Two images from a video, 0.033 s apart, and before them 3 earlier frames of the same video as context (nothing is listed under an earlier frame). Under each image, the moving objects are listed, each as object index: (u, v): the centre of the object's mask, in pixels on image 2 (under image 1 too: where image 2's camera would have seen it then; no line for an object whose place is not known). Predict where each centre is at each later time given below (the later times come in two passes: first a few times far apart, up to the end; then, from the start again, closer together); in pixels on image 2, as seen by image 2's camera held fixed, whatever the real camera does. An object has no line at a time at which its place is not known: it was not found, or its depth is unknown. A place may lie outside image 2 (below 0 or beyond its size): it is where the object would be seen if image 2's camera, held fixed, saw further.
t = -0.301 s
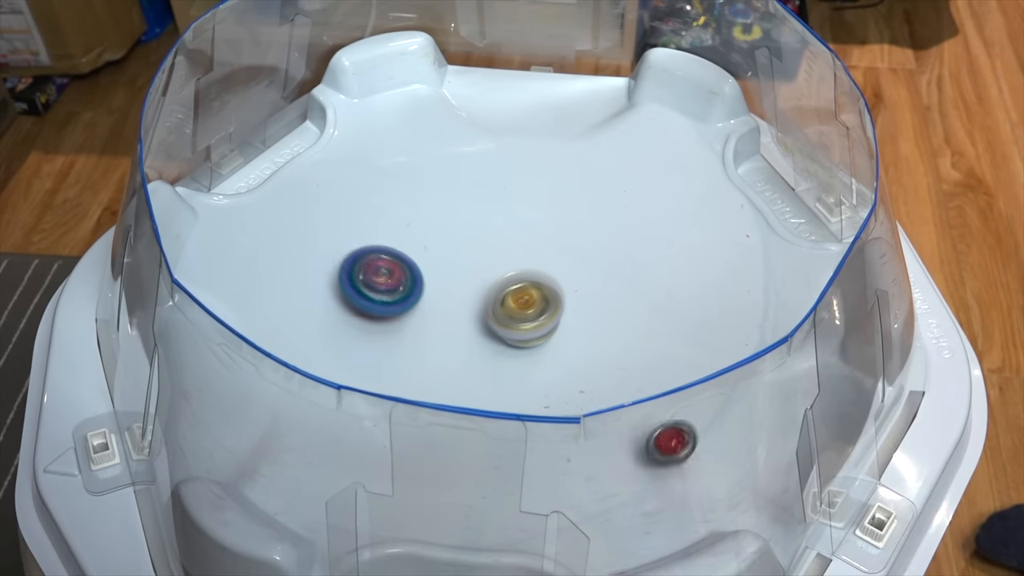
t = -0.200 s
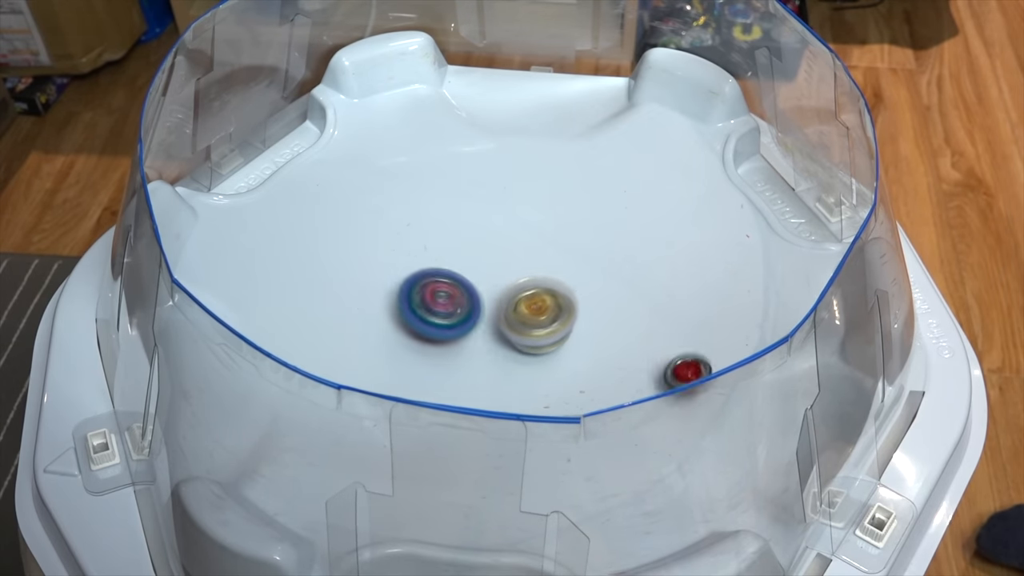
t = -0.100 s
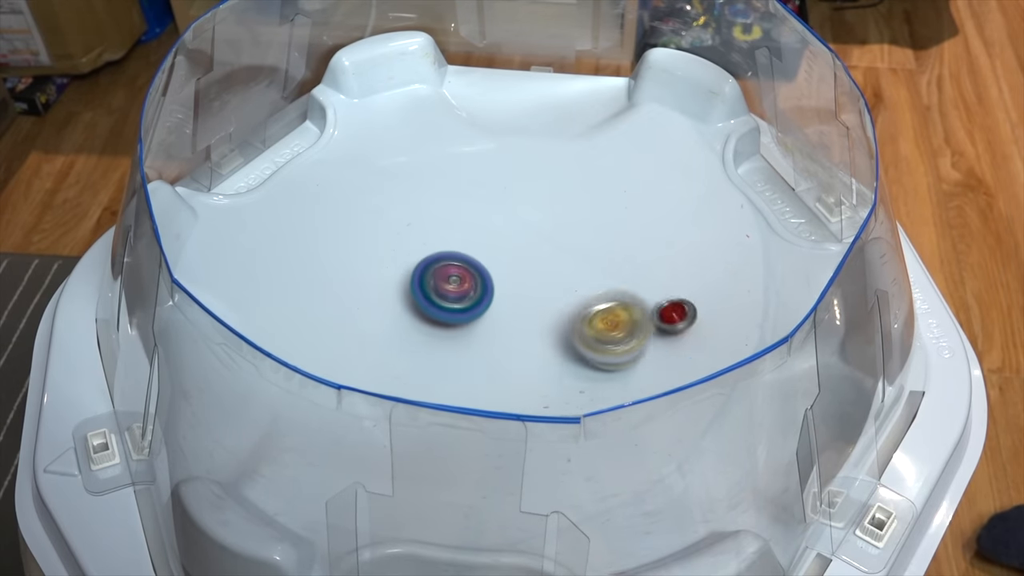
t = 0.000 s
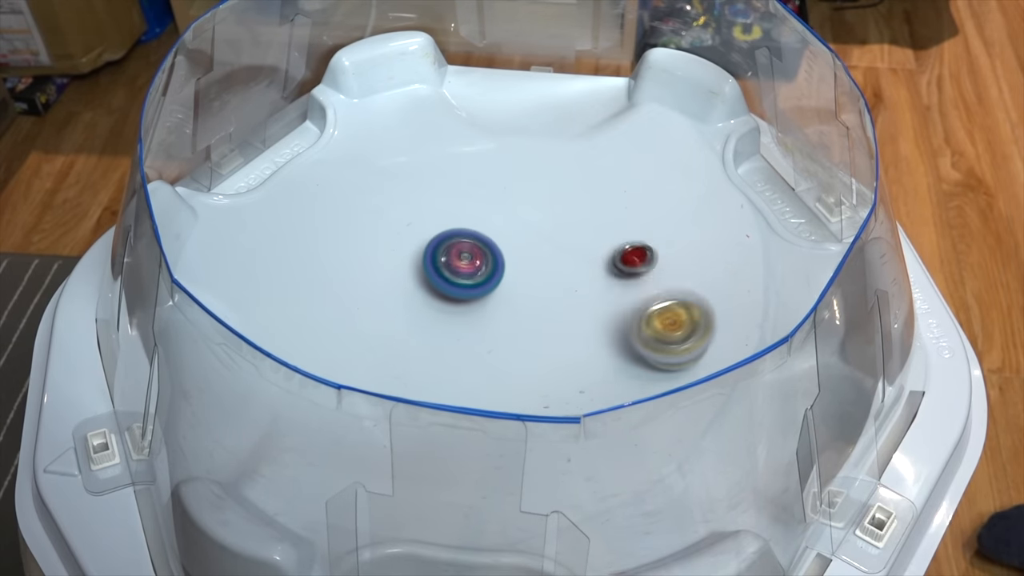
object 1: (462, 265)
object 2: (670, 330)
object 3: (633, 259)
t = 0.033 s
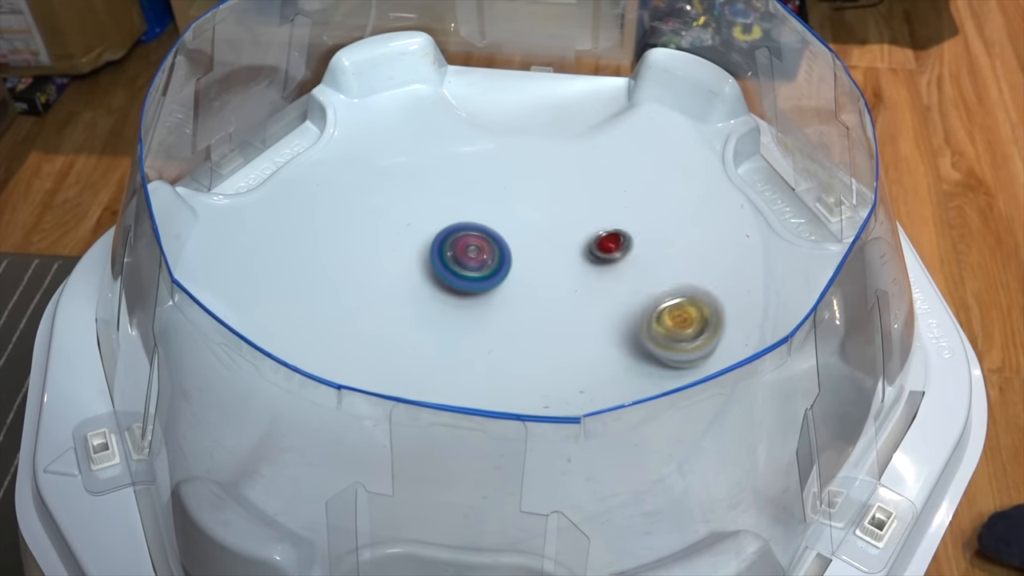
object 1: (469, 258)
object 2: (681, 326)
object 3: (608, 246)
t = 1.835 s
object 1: (532, 300)
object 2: (404, 348)
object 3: (772, 181)
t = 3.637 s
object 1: (469, 348)
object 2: (552, 252)
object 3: (756, 175)
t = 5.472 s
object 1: (572, 292)
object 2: (681, 174)
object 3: (754, 176)
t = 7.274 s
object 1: (587, 264)
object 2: (374, 286)
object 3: (754, 176)
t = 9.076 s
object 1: (518, 231)
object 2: (723, 460)
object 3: (755, 177)
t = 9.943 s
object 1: (515, 74)
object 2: (560, 440)
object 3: (755, 176)
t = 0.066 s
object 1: (477, 254)
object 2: (685, 323)
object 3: (580, 237)
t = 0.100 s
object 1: (485, 249)
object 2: (687, 318)
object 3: (549, 232)
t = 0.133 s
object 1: (490, 246)
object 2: (685, 314)
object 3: (543, 221)
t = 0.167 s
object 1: (485, 249)
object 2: (679, 309)
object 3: (579, 189)
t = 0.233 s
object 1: (480, 257)
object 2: (658, 300)
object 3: (659, 148)
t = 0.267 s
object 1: (480, 262)
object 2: (644, 297)
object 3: (697, 144)
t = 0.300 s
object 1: (483, 266)
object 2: (628, 292)
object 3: (733, 151)
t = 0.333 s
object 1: (487, 272)
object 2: (611, 288)
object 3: (766, 169)
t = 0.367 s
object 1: (493, 276)
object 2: (591, 286)
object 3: (790, 185)
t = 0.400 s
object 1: (492, 279)
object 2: (580, 285)
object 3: (786, 194)
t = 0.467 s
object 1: (465, 271)
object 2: (587, 293)
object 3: (800, 209)
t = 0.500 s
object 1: (458, 270)
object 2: (589, 297)
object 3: (816, 217)
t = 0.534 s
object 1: (455, 271)
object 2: (588, 301)
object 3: (821, 226)
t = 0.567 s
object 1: (454, 275)
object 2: (587, 305)
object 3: (822, 232)
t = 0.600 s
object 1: (456, 279)
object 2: (584, 309)
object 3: (826, 229)
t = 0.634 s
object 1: (461, 284)
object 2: (581, 312)
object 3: (826, 228)
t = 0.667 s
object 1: (469, 289)
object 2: (577, 315)
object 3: (815, 227)
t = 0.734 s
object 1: (488, 299)
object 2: (569, 321)
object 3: (804, 223)
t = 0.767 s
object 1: (484, 294)
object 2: (582, 330)
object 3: (802, 221)
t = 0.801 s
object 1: (482, 291)
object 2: (593, 337)
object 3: (801, 217)
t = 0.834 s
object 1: (483, 290)
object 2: (602, 342)
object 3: (812, 212)
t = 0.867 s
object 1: (487, 289)
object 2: (610, 346)
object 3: (804, 211)
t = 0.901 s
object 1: (492, 289)
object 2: (618, 349)
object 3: (798, 209)
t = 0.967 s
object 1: (505, 288)
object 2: (630, 352)
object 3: (795, 204)
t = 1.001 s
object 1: (512, 287)
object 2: (634, 353)
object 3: (792, 202)
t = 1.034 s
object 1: (519, 286)
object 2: (638, 353)
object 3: (791, 200)
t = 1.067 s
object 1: (526, 285)
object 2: (640, 352)
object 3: (792, 197)
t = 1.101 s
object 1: (533, 283)
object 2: (640, 352)
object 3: (790, 196)
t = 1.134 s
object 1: (538, 282)
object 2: (639, 351)
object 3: (791, 192)
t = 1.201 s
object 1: (548, 278)
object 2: (633, 349)
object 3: (787, 187)
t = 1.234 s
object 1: (552, 276)
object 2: (627, 348)
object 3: (784, 184)
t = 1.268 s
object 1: (555, 274)
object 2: (620, 346)
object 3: (779, 183)
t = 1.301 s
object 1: (557, 273)
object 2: (611, 344)
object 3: (774, 183)
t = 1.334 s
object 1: (558, 271)
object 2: (601, 343)
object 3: (772, 182)
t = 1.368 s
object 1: (559, 270)
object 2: (587, 341)
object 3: (770, 182)
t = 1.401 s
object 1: (558, 269)
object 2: (573, 340)
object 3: (769, 181)
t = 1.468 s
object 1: (555, 268)
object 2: (536, 339)
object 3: (766, 180)
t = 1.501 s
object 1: (553, 270)
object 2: (518, 338)
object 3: (764, 179)
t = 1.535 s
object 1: (551, 271)
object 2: (498, 339)
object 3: (764, 177)
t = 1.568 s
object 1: (548, 272)
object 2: (480, 337)
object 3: (763, 176)
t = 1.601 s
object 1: (546, 275)
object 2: (462, 337)
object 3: (763, 176)
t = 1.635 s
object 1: (543, 278)
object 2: (447, 338)
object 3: (765, 176)
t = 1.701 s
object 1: (537, 284)
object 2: (422, 341)
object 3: (772, 177)
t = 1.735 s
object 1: (535, 288)
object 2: (415, 342)
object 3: (773, 176)
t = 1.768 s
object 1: (534, 292)
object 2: (408, 344)
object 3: (773, 176)
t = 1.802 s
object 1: (532, 296)
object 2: (405, 346)
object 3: (774, 179)
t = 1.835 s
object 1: (532, 300)
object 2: (404, 348)
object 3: (772, 181)
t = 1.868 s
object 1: (532, 304)
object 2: (406, 351)
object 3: (772, 183)
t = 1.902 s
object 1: (532, 308)
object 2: (410, 354)
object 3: (770, 185)
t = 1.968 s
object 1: (533, 316)
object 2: (424, 357)
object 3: (768, 181)
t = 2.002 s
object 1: (534, 320)
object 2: (433, 358)
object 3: (768, 178)
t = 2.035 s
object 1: (536, 323)
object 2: (442, 359)
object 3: (769, 175)
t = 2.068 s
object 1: (537, 326)
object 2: (451, 359)
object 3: (768, 173)
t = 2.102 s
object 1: (547, 327)
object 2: (453, 356)
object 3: (768, 174)
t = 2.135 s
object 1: (566, 322)
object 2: (442, 355)
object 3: (767, 174)
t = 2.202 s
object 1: (594, 314)
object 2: (422, 348)
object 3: (766, 179)
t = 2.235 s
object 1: (602, 309)
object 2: (414, 345)
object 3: (764, 180)
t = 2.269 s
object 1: (606, 305)
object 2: (408, 342)
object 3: (762, 179)
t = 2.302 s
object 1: (606, 300)
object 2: (403, 338)
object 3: (761, 176)
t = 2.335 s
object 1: (603, 296)
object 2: (400, 334)
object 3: (761, 174)
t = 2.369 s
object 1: (599, 291)
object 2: (400, 330)
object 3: (763, 174)
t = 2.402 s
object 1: (592, 288)
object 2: (401, 326)
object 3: (764, 174)
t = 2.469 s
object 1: (573, 283)
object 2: (408, 318)
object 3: (767, 175)
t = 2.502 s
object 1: (562, 283)
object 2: (414, 314)
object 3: (767, 176)
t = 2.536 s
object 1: (551, 283)
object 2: (421, 309)
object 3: (764, 177)
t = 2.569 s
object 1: (539, 284)
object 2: (429, 305)
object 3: (761, 176)
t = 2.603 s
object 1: (528, 287)
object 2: (436, 300)
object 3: (759, 176)
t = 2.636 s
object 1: (541, 290)
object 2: (420, 292)
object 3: (759, 174)
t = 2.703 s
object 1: (584, 293)
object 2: (366, 272)
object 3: (762, 172)
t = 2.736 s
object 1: (598, 293)
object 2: (342, 264)
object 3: (763, 173)
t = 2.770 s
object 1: (608, 293)
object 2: (321, 257)
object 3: (764, 174)
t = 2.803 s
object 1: (613, 292)
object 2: (304, 250)
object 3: (765, 175)
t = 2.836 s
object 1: (614, 290)
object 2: (290, 241)
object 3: (767, 177)
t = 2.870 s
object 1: (613, 289)
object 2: (277, 234)
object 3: (767, 179)
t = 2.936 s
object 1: (604, 286)
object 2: (259, 224)
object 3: (764, 180)
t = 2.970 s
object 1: (597, 285)
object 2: (251, 221)
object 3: (762, 178)
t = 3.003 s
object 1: (589, 284)
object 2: (251, 214)
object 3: (760, 177)
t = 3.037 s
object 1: (579, 284)
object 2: (250, 211)
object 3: (759, 176)
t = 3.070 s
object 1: (567, 286)
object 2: (251, 209)
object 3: (757, 175)
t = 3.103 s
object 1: (557, 287)
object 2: (255, 206)
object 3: (755, 174)
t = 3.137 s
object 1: (546, 289)
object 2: (259, 205)
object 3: (755, 174)
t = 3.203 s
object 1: (524, 296)
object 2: (277, 201)
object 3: (757, 175)
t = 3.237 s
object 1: (513, 300)
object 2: (289, 201)
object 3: (757, 175)
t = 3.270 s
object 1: (503, 304)
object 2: (304, 201)
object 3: (757, 175)
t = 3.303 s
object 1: (494, 308)
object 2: (320, 203)
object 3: (756, 175)
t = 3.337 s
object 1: (486, 313)
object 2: (338, 205)
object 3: (756, 174)
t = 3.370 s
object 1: (479, 318)
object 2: (357, 207)
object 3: (756, 175)
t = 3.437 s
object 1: (469, 328)
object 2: (400, 214)
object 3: (756, 175)
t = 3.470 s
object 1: (466, 332)
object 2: (427, 218)
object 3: (756, 175)
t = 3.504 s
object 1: (465, 336)
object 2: (452, 224)
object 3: (756, 175)
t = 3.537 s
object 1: (464, 340)
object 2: (475, 231)
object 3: (756, 175)
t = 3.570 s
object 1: (464, 343)
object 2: (501, 239)
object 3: (756, 175)
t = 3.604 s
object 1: (466, 346)
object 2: (528, 246)
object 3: (756, 175)
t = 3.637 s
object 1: (469, 348)
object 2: (552, 252)
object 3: (756, 175)
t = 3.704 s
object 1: (474, 351)
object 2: (596, 263)
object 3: (756, 175)
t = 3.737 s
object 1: (478, 351)
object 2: (612, 267)
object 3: (756, 175)
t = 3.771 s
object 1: (482, 349)
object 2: (626, 270)
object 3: (756, 175)
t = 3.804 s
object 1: (485, 347)
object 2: (637, 273)
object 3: (755, 175)
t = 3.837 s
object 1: (489, 343)
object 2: (643, 276)
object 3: (754, 175)
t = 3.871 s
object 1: (493, 339)
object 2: (645, 278)
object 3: (754, 175)
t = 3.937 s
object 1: (498, 329)
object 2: (638, 281)
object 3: (754, 174)
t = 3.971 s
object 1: (499, 323)
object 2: (629, 282)
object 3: (754, 174)
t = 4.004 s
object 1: (501, 317)
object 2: (618, 281)
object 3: (754, 175)
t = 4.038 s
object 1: (500, 311)
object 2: (599, 279)
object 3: (754, 175)
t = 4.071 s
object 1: (499, 306)
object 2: (579, 276)
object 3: (753, 174)
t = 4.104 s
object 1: (494, 301)
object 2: (562, 270)
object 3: (754, 174)
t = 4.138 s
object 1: (477, 299)
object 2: (557, 259)
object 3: (754, 175)
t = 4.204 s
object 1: (454, 296)
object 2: (543, 239)
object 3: (754, 174)
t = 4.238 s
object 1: (446, 294)
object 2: (536, 228)
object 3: (754, 174)
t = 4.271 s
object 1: (440, 293)
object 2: (529, 219)
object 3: (754, 175)
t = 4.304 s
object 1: (435, 293)
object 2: (524, 210)
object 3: (754, 175)
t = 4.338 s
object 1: (432, 293)
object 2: (517, 203)
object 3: (754, 175)
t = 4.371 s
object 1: (429, 293)
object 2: (510, 198)
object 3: (754, 175)
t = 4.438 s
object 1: (428, 293)
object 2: (499, 189)
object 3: (754, 175)
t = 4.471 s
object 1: (429, 293)
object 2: (496, 187)
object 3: (754, 175)
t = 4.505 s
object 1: (433, 293)
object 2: (493, 187)
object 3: (754, 175)
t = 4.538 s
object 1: (436, 293)
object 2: (491, 189)
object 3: (754, 175)
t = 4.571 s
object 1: (441, 293)
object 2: (490, 191)
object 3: (753, 175)
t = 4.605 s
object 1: (447, 293)
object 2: (491, 195)
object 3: (754, 175)
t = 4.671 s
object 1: (459, 292)
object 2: (495, 206)
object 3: (753, 175)
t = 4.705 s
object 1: (467, 291)
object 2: (497, 214)
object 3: (753, 175)
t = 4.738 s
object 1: (474, 290)
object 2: (502, 223)
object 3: (753, 175)
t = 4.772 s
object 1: (474, 298)
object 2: (516, 224)
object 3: (754, 175)
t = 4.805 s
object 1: (462, 314)
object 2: (542, 211)
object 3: (753, 175)
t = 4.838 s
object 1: (455, 331)
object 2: (566, 198)
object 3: (754, 175)
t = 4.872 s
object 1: (453, 342)
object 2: (588, 186)
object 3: (754, 175)
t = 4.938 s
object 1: (460, 359)
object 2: (627, 164)
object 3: (754, 175)
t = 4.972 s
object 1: (468, 364)
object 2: (644, 154)
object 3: (754, 175)
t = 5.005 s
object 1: (479, 367)
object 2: (661, 145)
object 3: (754, 175)
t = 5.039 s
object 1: (490, 368)
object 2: (676, 139)
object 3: (753, 175)
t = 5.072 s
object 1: (503, 368)
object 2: (691, 133)
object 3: (753, 175)
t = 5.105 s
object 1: (515, 366)
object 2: (707, 127)
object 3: (753, 175)
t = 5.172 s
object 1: (539, 357)
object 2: (722, 118)
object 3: (754, 175)
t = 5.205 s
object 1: (548, 352)
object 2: (722, 115)
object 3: (754, 176)
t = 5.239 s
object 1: (557, 345)
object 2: (719, 115)
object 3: (754, 176)
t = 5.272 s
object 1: (564, 338)
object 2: (714, 119)
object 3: (754, 176)
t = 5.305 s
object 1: (570, 330)
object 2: (712, 122)
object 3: (754, 176)
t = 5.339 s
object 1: (573, 323)
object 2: (707, 128)
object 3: (755, 176)
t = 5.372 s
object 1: (575, 315)
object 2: (702, 137)
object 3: (754, 176)
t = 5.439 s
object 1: (575, 299)
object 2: (687, 160)
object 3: (754, 176)
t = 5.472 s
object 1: (572, 292)
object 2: (681, 174)
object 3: (754, 176)
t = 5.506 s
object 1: (569, 285)
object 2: (673, 192)
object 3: (754, 176)
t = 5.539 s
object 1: (564, 279)
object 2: (664, 212)
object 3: (754, 176)
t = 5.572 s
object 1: (559, 273)
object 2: (656, 232)
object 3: (754, 176)
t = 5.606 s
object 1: (553, 269)
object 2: (646, 255)
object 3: (754, 176)
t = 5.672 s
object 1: (540, 263)
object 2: (621, 302)
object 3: (754, 176)
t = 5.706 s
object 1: (533, 261)
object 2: (607, 325)
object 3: (754, 176)
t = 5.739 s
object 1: (526, 260)
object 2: (590, 347)
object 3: (754, 176)
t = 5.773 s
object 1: (519, 260)
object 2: (572, 366)
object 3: (754, 176)
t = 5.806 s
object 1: (512, 260)
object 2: (554, 379)
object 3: (754, 176)
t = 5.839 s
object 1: (506, 262)
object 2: (534, 391)
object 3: (754, 176)
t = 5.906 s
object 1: (495, 266)
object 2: (503, 408)
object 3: (754, 176)
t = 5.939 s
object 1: (490, 270)
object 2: (489, 412)
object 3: (754, 176)
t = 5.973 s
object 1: (486, 273)
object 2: (477, 415)
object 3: (754, 176)
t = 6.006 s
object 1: (483, 277)
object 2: (468, 416)
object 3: (754, 176)
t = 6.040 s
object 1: (481, 281)
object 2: (460, 417)
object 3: (754, 176)
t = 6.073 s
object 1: (479, 285)
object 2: (453, 416)
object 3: (754, 176)
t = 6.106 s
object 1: (480, 289)
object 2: (450, 412)
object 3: (754, 176)
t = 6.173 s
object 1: (481, 297)
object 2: (448, 403)
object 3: (754, 176)
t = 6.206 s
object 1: (482, 301)
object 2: (449, 397)
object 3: (754, 176)
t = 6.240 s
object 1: (484, 305)
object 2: (452, 390)
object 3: (754, 176)
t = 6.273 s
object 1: (487, 308)
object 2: (457, 378)
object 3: (754, 176)
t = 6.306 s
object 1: (494, 306)
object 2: (456, 375)
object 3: (754, 176)
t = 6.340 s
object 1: (510, 292)
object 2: (448, 377)
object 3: (754, 176)
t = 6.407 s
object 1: (534, 268)
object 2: (437, 381)
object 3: (754, 176)
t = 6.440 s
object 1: (541, 258)
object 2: (435, 381)
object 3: (754, 176)
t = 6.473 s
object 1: (545, 251)
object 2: (433, 380)
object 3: (754, 176)
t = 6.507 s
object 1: (545, 245)
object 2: (431, 379)
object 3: (754, 176)
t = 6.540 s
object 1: (546, 239)
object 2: (432, 376)
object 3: (754, 176)
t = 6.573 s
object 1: (546, 236)
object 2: (433, 373)
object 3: (754, 176)
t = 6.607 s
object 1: (546, 232)
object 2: (436, 369)
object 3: (754, 176)
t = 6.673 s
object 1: (545, 228)
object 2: (442, 354)
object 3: (754, 176)
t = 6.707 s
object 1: (544, 227)
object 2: (448, 345)
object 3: (754, 176)
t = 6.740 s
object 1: (543, 228)
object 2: (454, 334)
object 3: (754, 176)
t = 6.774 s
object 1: (541, 229)
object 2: (460, 323)
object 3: (754, 176)
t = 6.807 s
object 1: (539, 231)
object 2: (463, 310)
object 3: (754, 176)
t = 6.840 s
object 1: (538, 234)
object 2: (466, 299)
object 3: (754, 176)
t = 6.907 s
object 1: (547, 235)
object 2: (462, 278)
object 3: (754, 176)
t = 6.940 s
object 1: (562, 235)
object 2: (448, 273)
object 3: (755, 176)
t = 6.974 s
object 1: (572, 233)
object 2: (436, 268)
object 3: (754, 176)
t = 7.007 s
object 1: (580, 233)
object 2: (421, 266)
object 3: (755, 176)
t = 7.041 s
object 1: (584, 235)
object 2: (412, 264)
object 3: (754, 176)
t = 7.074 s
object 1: (587, 236)
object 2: (398, 265)
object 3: (754, 176)
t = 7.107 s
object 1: (589, 239)
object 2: (391, 266)
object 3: (754, 176)
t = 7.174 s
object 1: (590, 247)
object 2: (376, 272)
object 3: (754, 176)
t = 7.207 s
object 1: (590, 252)
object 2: (373, 277)
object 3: (754, 176)
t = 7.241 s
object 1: (588, 258)
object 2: (369, 283)
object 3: (754, 176)
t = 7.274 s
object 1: (587, 264)
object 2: (374, 286)
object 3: (754, 176)
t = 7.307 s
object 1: (584, 271)
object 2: (376, 291)
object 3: (754, 176)
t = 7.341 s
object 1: (581, 278)
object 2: (384, 294)
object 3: (754, 176)
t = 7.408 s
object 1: (574, 292)
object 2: (405, 302)
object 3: (754, 176)
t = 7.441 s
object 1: (570, 300)
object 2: (421, 307)
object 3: (754, 176)
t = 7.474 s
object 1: (565, 307)
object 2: (435, 309)
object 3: (754, 176)
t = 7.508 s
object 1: (561, 314)
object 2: (450, 309)
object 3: (754, 176)
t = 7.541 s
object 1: (556, 321)
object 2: (467, 310)
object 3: (754, 176)
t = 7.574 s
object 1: (570, 334)
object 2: (468, 299)
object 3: (754, 176)
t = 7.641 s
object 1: (613, 361)
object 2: (457, 261)
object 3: (754, 176)
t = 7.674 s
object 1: (626, 368)
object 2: (457, 245)
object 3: (754, 176)
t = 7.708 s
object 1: (634, 372)
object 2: (458, 227)
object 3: (754, 176)
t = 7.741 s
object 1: (637, 374)
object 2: (457, 213)
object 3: (754, 176)
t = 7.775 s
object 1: (638, 376)
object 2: (458, 198)
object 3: (754, 176)
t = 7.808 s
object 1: (638, 389)
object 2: (460, 185)
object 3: (754, 176)
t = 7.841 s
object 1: (635, 393)
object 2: (463, 173)
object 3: (754, 176)
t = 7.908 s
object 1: (624, 398)
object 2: (472, 155)
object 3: (754, 176)
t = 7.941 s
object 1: (617, 400)
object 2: (476, 149)
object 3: (754, 176)
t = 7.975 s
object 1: (610, 400)
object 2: (482, 146)
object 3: (754, 176)
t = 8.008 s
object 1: (601, 399)
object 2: (490, 144)
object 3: (754, 176)
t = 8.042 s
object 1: (591, 397)
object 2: (500, 142)
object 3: (754, 176)
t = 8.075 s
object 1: (579, 394)
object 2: (511, 142)
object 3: (754, 176)
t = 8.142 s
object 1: (554, 389)
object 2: (539, 145)
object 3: (754, 176)
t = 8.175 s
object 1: (542, 385)
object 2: (551, 149)
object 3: (754, 176)
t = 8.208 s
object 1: (531, 379)
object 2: (565, 155)
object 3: (754, 176)
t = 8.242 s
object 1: (520, 372)
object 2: (580, 162)
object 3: (754, 176)
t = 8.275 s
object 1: (509, 364)
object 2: (594, 169)
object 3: (754, 176)
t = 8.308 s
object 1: (500, 355)
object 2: (607, 176)
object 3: (754, 176)
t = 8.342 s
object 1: (492, 345)
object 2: (624, 185)
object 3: (755, 176)
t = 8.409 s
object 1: (476, 327)
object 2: (654, 205)
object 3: (755, 176)
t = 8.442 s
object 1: (470, 318)
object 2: (667, 216)
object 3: (755, 176)
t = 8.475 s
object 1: (465, 310)
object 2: (680, 229)
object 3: (755, 176)
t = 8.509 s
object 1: (459, 301)
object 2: (691, 241)
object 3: (754, 176)
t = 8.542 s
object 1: (455, 292)
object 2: (706, 252)
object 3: (755, 176)
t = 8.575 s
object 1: (453, 283)
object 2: (715, 265)
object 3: (754, 176)
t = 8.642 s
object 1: (451, 268)
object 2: (725, 293)
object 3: (754, 176)
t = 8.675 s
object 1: (451, 261)
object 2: (737, 306)
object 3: (755, 176)
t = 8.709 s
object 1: (453, 254)
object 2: (741, 320)
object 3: (754, 176)
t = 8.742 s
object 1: (455, 248)
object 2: (741, 330)
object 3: (755, 176)
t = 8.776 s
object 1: (459, 242)
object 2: (746, 358)
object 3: (754, 176)
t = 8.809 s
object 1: (463, 237)
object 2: (747, 380)
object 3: (754, 176)
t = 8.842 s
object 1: (468, 234)
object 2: (746, 403)
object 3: (754, 176)
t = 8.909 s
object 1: (481, 229)
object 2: (733, 453)
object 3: (754, 176)
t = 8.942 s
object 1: (488, 227)
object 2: (724, 479)
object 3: (755, 176)
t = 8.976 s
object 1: (495, 227)
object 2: (723, 473)
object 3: (754, 176)
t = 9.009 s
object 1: (502, 228)
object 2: (727, 462)
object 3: (755, 177)
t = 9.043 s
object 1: (510, 229)
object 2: (726, 459)
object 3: (755, 176)
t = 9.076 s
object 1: (518, 231)
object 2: (723, 460)
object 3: (755, 177)
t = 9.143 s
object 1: (534, 237)
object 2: (721, 446)
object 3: (755, 177)
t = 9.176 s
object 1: (542, 241)
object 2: (716, 442)
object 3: (755, 176)
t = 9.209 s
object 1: (550, 246)
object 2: (709, 439)
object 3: (755, 176)
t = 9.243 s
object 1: (557, 251)
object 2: (704, 436)
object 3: (755, 176)
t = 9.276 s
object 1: (563, 256)
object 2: (702, 432)
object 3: (755, 176)
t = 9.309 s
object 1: (569, 262)
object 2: (696, 427)
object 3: (755, 176)
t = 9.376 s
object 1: (579, 274)
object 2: (675, 403)
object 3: (755, 176)
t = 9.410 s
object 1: (583, 281)
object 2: (661, 388)
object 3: (755, 176)
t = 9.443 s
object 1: (586, 288)
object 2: (647, 366)
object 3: (755, 176)
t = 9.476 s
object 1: (588, 294)
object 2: (637, 350)
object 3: (755, 176)
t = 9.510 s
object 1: (574, 269)
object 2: (639, 356)
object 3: (755, 176)
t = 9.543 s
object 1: (551, 223)
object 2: (640, 372)
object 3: (755, 176)
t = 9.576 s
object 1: (530, 182)
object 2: (641, 396)
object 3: (755, 176)
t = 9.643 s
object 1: (491, 119)
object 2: (637, 426)
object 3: (755, 176)
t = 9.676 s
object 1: (474, 96)
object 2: (637, 435)
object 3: (755, 176)
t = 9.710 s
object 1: (460, 78)
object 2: (634, 444)
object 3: (755, 176)
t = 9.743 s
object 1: (457, 65)
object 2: (627, 450)
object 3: (755, 176)
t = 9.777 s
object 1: (472, 61)
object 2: (620, 453)
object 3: (755, 176)
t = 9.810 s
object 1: (487, 68)
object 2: (608, 458)
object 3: (754, 176)
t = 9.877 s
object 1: (505, 69)
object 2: (585, 454)
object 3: (755, 176)
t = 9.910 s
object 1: (511, 73)
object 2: (570, 447)
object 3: (755, 176)
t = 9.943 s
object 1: (515, 74)
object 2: (560, 440)
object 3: (755, 176)
